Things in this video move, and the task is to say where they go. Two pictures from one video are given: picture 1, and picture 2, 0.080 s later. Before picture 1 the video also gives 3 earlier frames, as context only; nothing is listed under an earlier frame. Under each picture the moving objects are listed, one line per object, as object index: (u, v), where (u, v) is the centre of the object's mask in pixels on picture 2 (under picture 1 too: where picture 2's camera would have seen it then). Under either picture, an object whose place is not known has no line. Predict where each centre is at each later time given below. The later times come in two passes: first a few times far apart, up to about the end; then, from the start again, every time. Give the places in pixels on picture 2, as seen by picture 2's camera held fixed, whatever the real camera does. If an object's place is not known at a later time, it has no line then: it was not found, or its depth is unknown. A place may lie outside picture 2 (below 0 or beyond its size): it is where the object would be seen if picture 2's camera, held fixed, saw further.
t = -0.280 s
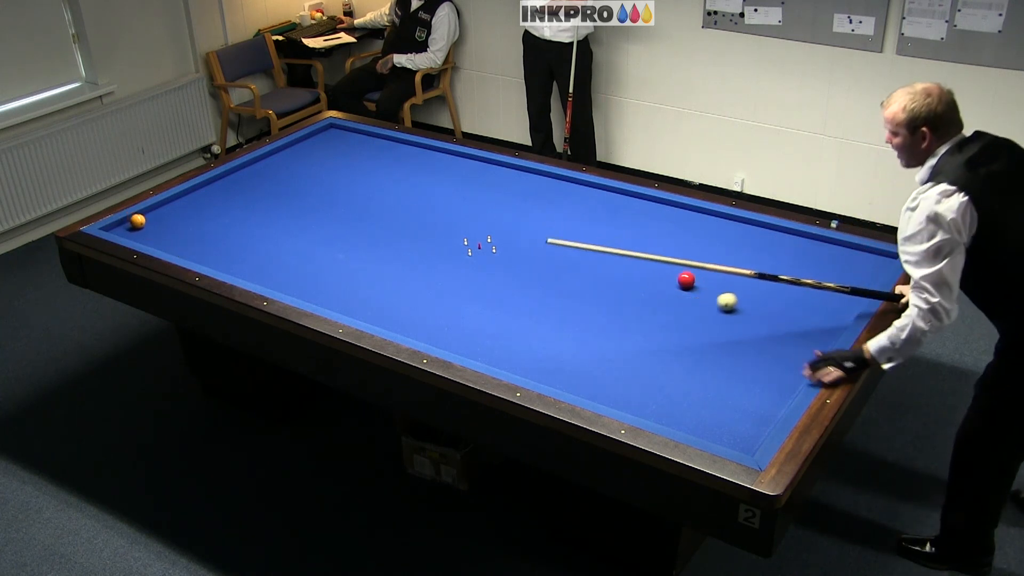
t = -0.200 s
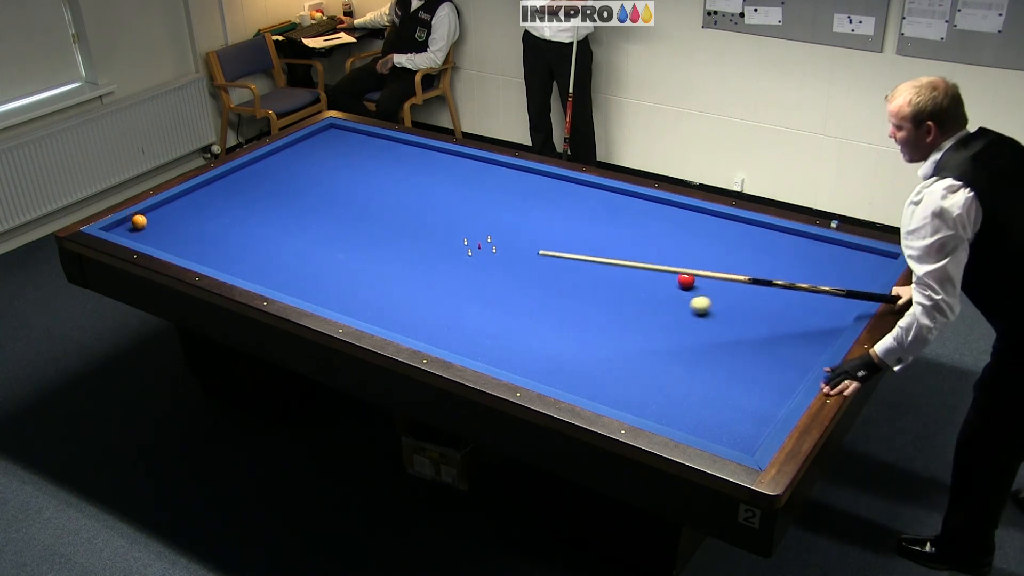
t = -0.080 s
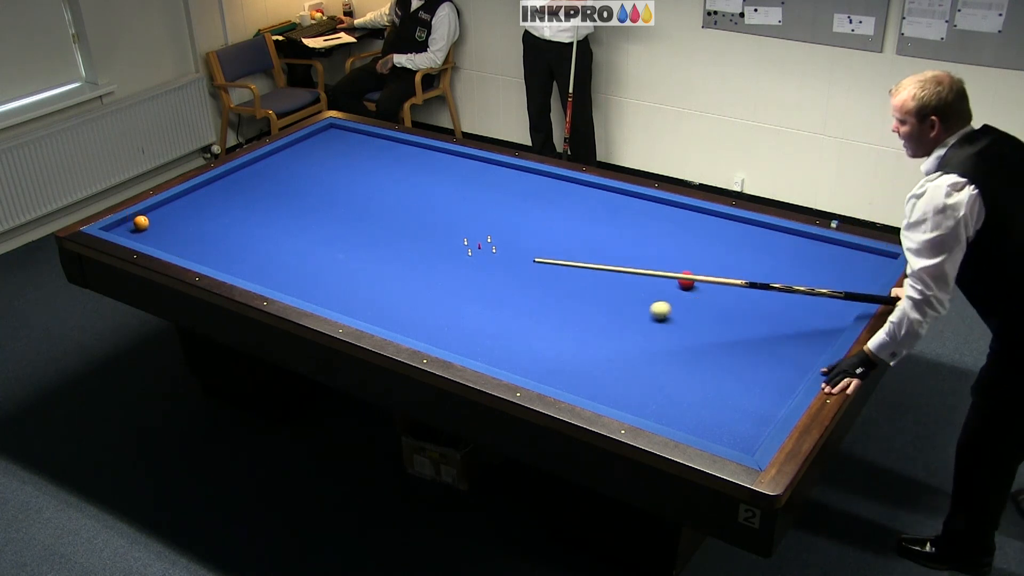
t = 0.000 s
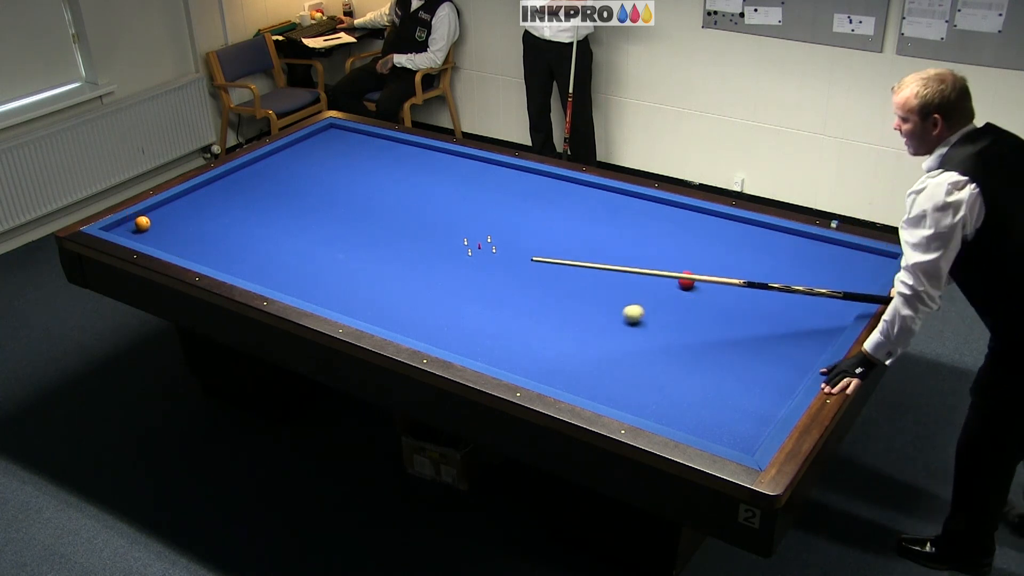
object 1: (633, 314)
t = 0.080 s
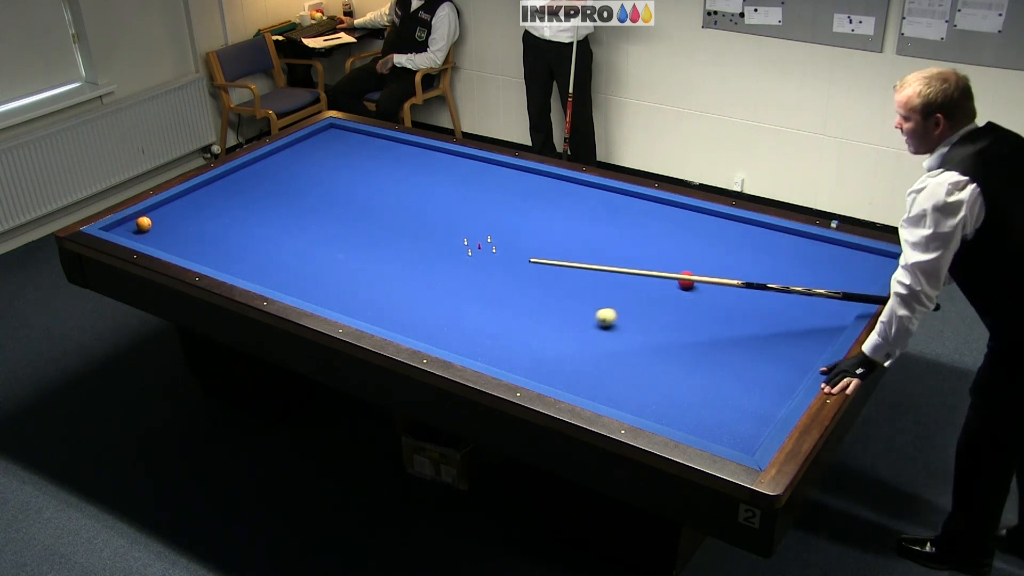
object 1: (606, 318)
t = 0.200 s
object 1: (565, 323)
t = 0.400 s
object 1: (496, 332)
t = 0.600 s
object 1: (427, 337)
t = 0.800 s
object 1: (407, 316)
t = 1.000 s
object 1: (388, 293)
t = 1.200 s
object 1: (370, 273)
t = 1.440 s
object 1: (351, 251)
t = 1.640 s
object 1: (337, 234)
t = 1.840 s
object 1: (323, 218)
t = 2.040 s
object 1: (311, 204)
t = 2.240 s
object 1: (299, 190)
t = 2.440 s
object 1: (289, 177)
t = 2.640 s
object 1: (279, 166)
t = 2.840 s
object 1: (269, 155)
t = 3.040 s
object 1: (293, 152)
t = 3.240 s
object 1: (317, 149)
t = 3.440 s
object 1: (340, 146)
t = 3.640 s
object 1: (362, 144)
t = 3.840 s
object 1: (384, 141)
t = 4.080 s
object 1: (396, 145)
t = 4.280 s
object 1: (401, 150)
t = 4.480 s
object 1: (406, 155)
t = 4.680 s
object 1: (411, 161)
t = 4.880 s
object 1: (416, 166)
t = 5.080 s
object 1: (422, 171)
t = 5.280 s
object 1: (427, 176)
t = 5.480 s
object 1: (432, 182)
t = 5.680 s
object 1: (437, 187)
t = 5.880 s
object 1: (442, 192)
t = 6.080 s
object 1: (447, 198)
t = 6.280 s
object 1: (452, 203)
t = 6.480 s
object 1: (457, 208)
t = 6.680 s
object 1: (462, 213)
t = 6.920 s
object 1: (468, 219)
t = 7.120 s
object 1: (473, 224)
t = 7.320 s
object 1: (478, 228)
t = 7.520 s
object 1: (483, 233)
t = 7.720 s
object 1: (487, 238)
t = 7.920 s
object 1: (492, 242)
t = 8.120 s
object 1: (496, 247)
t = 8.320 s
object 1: (499, 251)
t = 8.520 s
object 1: (504, 255)
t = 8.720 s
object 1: (508, 259)
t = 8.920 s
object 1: (512, 263)
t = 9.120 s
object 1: (516, 266)
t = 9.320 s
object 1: (519, 269)
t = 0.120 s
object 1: (592, 320)
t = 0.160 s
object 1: (579, 321)
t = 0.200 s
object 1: (565, 323)
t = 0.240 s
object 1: (551, 325)
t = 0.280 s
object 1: (537, 326)
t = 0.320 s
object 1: (524, 328)
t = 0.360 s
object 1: (510, 330)
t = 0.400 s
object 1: (496, 332)
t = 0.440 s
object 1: (482, 334)
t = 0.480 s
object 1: (468, 335)
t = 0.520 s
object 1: (454, 337)
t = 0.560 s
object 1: (440, 338)
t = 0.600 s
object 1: (427, 337)
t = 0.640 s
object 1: (422, 334)
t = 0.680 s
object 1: (418, 330)
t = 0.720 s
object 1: (415, 325)
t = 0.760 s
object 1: (410, 320)
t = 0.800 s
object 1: (407, 316)
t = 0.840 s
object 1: (402, 311)
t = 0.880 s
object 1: (399, 306)
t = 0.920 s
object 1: (395, 302)
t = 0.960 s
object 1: (391, 298)
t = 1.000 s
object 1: (388, 293)
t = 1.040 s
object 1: (384, 289)
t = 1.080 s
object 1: (380, 285)
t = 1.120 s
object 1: (377, 281)
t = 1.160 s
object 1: (373, 277)
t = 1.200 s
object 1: (370, 273)
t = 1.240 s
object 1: (367, 269)
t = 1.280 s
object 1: (363, 265)
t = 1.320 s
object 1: (360, 262)
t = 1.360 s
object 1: (357, 258)
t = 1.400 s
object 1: (354, 255)
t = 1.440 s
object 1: (351, 251)
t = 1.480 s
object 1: (348, 247)
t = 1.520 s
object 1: (345, 244)
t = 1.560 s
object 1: (342, 241)
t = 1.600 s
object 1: (339, 238)
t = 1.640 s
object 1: (337, 234)
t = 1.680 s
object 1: (334, 231)
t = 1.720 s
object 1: (331, 228)
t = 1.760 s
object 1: (328, 224)
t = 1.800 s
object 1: (326, 221)
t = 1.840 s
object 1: (323, 218)
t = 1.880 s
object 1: (321, 215)
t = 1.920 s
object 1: (318, 212)
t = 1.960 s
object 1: (315, 209)
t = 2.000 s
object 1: (313, 207)
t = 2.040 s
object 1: (311, 204)
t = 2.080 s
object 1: (308, 201)
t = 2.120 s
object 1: (306, 198)
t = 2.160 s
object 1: (304, 196)
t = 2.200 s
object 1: (301, 193)
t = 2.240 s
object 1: (299, 190)
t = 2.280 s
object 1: (297, 188)
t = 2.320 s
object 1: (295, 185)
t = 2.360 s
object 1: (293, 182)
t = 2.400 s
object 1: (291, 180)
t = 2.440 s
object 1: (289, 177)
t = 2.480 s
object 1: (287, 175)
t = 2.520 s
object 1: (285, 173)
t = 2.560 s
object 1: (283, 170)
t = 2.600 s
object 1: (281, 168)
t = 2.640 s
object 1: (279, 166)
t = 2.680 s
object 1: (277, 163)
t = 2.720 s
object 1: (275, 161)
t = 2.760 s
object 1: (273, 159)
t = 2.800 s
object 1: (271, 157)
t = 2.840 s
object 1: (269, 155)
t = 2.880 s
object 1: (273, 154)
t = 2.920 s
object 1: (279, 153)
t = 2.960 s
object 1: (284, 153)
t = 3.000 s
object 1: (289, 152)
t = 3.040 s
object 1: (293, 152)
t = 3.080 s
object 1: (298, 151)
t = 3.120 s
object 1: (303, 151)
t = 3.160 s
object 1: (308, 150)
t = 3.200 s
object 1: (312, 149)
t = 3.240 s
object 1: (317, 149)
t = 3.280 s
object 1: (322, 148)
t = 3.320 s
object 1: (326, 148)
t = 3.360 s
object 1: (331, 147)
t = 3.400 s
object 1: (335, 147)
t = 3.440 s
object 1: (340, 146)
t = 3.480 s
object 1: (345, 146)
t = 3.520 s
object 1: (349, 145)
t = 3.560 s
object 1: (353, 145)
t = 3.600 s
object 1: (358, 144)
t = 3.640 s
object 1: (362, 144)
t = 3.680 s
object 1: (367, 143)
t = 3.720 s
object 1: (371, 142)
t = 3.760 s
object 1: (375, 142)
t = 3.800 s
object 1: (380, 141)
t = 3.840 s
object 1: (384, 141)
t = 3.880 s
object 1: (389, 140)
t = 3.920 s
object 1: (392, 140)
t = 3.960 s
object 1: (393, 141)
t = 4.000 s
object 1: (394, 142)
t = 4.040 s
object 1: (395, 144)
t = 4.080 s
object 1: (396, 145)
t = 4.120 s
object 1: (397, 146)
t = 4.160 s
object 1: (398, 147)
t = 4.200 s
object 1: (399, 148)
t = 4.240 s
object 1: (400, 149)
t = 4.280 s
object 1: (401, 150)
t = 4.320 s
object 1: (402, 151)
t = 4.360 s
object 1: (403, 152)
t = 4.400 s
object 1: (404, 153)
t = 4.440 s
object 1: (405, 154)
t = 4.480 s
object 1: (406, 155)
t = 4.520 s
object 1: (407, 156)
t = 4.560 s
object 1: (408, 157)
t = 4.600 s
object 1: (409, 159)
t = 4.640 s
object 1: (410, 160)
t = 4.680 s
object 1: (411, 161)
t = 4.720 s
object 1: (412, 162)
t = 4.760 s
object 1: (413, 163)
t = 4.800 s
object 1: (414, 164)
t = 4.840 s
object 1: (416, 165)
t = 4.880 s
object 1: (416, 166)
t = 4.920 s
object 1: (417, 167)
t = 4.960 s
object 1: (418, 168)
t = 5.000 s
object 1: (419, 169)
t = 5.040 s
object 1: (421, 170)
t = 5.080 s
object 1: (422, 171)
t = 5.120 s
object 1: (423, 172)
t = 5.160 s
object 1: (424, 173)
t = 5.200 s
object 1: (425, 174)
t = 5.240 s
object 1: (426, 175)
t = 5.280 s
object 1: (427, 176)
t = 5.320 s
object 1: (428, 178)
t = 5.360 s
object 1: (429, 179)
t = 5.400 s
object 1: (430, 180)
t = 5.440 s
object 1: (431, 181)
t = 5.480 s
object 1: (432, 182)
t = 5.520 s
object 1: (433, 183)
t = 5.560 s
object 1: (434, 184)
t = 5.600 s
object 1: (435, 185)
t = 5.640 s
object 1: (436, 186)
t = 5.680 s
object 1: (437, 187)
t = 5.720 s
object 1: (438, 188)
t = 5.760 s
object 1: (439, 189)
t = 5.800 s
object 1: (440, 190)
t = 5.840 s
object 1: (441, 191)
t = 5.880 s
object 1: (442, 192)
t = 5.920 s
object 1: (443, 194)
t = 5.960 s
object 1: (444, 194)
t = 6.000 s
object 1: (445, 195)
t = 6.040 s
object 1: (446, 196)
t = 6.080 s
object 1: (447, 198)
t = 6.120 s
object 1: (448, 199)
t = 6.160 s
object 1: (449, 200)
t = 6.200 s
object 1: (450, 201)
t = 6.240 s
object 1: (451, 202)
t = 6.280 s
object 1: (452, 203)
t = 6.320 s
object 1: (453, 204)
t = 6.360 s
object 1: (454, 205)
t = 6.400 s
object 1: (455, 206)
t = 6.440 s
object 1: (456, 207)
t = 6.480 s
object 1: (457, 208)
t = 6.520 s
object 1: (458, 209)
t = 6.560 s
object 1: (459, 210)
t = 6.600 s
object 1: (460, 211)
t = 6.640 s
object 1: (461, 212)
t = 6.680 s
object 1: (462, 213)
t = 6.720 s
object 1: (463, 214)
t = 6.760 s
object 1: (464, 215)
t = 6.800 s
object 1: (465, 216)
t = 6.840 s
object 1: (466, 217)
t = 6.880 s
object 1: (467, 218)
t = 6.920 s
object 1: (468, 219)
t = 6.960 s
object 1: (469, 220)
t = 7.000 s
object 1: (470, 221)
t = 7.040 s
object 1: (471, 222)
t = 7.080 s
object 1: (472, 223)
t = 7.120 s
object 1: (473, 224)
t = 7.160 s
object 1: (474, 225)
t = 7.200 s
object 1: (475, 226)
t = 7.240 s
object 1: (476, 227)
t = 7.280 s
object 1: (477, 228)
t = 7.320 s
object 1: (478, 228)
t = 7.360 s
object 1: (479, 229)
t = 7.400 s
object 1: (480, 230)
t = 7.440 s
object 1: (481, 231)
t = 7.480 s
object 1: (482, 232)
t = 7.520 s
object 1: (483, 233)
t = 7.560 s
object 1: (484, 234)
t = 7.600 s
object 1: (485, 235)
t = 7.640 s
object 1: (485, 236)
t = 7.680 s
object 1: (486, 237)
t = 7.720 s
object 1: (487, 238)
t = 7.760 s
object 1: (488, 239)
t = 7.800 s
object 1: (489, 240)
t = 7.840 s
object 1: (490, 240)
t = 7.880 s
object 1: (491, 241)
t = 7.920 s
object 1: (492, 242)
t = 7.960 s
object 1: (493, 243)
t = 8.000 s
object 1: (493, 244)
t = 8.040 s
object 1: (494, 245)
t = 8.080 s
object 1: (495, 246)
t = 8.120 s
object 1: (496, 247)
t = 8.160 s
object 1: (497, 247)
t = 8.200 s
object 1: (498, 248)
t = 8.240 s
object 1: (498, 249)
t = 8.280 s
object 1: (499, 250)
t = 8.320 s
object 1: (499, 251)
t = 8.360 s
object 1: (500, 251)
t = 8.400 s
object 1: (502, 252)
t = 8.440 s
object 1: (503, 253)
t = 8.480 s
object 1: (503, 254)
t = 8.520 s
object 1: (504, 255)
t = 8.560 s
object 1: (505, 256)
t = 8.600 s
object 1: (506, 257)
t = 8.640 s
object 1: (506, 257)
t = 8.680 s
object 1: (507, 258)
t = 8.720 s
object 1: (508, 259)
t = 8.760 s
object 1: (509, 260)
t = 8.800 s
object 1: (510, 260)
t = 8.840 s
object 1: (510, 261)
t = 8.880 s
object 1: (511, 262)
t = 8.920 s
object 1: (512, 263)
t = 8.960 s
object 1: (513, 263)
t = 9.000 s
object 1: (514, 264)
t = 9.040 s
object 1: (514, 265)
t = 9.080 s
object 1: (515, 265)
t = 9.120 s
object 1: (516, 266)
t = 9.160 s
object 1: (516, 267)
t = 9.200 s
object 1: (517, 268)
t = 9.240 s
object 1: (518, 268)
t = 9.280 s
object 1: (518, 269)
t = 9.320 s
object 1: (519, 269)
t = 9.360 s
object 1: (520, 270)
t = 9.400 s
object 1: (521, 271)
